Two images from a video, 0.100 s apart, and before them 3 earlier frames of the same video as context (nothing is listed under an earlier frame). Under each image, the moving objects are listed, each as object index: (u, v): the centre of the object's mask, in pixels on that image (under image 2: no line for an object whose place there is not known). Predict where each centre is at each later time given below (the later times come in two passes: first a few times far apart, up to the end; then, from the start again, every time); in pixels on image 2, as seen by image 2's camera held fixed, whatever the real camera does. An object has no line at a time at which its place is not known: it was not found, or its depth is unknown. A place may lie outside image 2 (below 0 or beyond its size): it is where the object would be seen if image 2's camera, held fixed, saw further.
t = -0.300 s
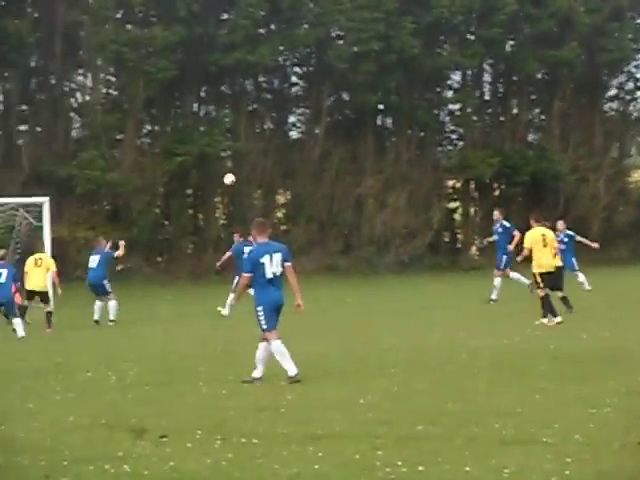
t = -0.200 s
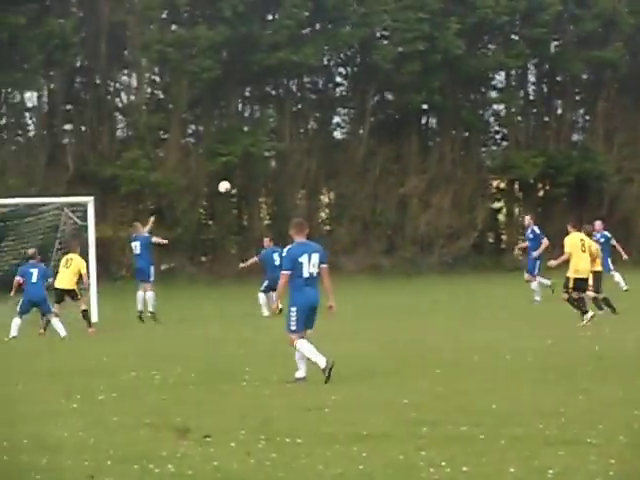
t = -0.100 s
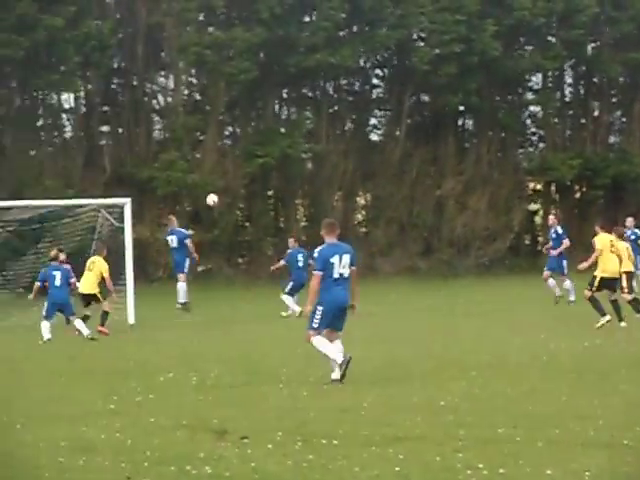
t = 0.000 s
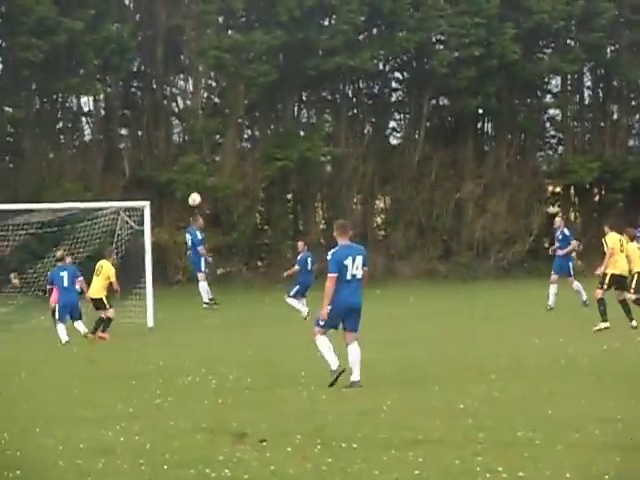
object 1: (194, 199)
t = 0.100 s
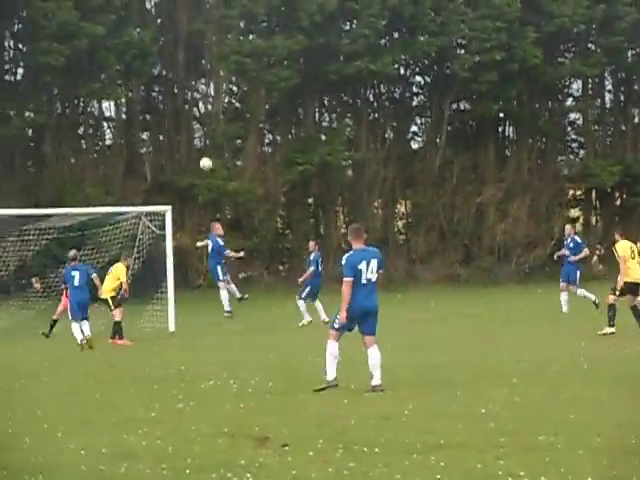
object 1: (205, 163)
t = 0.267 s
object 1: (189, 107)
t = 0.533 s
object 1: (165, 44)
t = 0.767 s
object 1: (145, 22)
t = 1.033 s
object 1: (126, 34)
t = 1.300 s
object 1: (108, 89)
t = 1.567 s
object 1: (95, 188)
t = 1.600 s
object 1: (95, 202)
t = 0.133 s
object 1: (202, 151)
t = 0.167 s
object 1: (199, 139)
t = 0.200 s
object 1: (196, 127)
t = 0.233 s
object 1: (192, 117)
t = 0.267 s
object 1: (189, 107)
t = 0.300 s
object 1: (185, 97)
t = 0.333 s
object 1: (183, 87)
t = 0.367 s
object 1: (179, 79)
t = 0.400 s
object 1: (176, 71)
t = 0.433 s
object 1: (173, 64)
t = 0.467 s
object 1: (171, 57)
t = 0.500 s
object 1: (168, 50)
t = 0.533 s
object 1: (165, 44)
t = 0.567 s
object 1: (162, 39)
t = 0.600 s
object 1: (159, 35)
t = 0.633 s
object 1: (156, 31)
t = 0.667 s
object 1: (154, 27)
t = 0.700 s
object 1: (151, 24)
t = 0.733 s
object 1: (148, 22)
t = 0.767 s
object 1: (145, 22)
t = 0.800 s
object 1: (143, 21)
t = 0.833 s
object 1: (140, 21)
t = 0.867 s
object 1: (138, 21)
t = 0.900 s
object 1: (135, 23)
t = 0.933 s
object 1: (133, 25)
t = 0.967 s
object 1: (131, 27)
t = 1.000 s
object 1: (128, 30)
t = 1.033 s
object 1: (126, 34)
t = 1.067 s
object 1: (123, 38)
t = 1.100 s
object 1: (121, 43)
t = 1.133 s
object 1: (119, 49)
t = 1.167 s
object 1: (117, 56)
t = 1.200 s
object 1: (114, 63)
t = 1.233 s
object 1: (112, 71)
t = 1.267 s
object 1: (110, 79)
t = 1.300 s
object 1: (108, 89)
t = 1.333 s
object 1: (106, 99)
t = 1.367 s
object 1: (105, 111)
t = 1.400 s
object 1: (103, 122)
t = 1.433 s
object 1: (102, 133)
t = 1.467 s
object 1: (100, 146)
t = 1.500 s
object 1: (99, 160)
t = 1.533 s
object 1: (97, 174)
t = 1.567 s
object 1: (95, 188)
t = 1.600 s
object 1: (95, 202)
